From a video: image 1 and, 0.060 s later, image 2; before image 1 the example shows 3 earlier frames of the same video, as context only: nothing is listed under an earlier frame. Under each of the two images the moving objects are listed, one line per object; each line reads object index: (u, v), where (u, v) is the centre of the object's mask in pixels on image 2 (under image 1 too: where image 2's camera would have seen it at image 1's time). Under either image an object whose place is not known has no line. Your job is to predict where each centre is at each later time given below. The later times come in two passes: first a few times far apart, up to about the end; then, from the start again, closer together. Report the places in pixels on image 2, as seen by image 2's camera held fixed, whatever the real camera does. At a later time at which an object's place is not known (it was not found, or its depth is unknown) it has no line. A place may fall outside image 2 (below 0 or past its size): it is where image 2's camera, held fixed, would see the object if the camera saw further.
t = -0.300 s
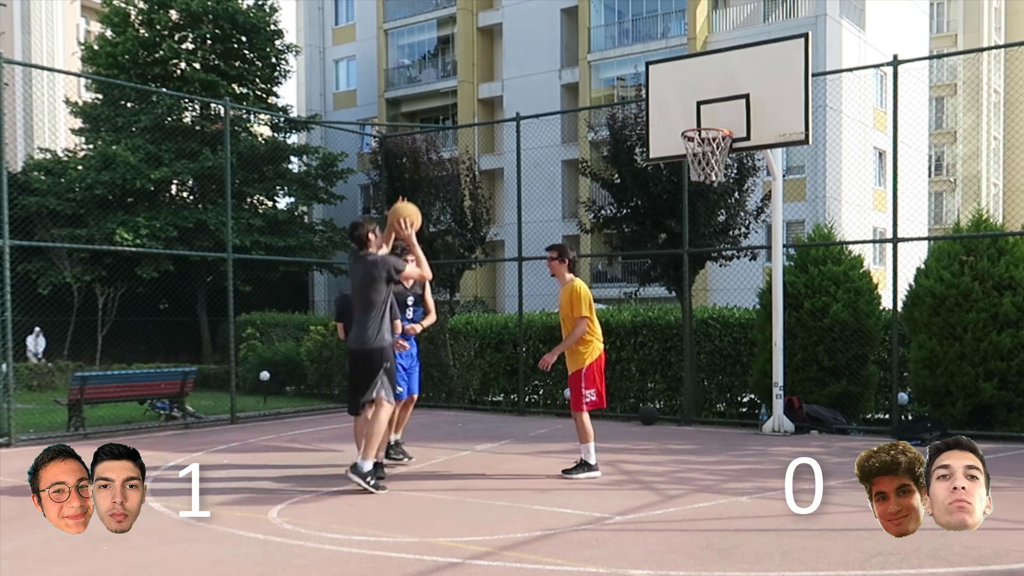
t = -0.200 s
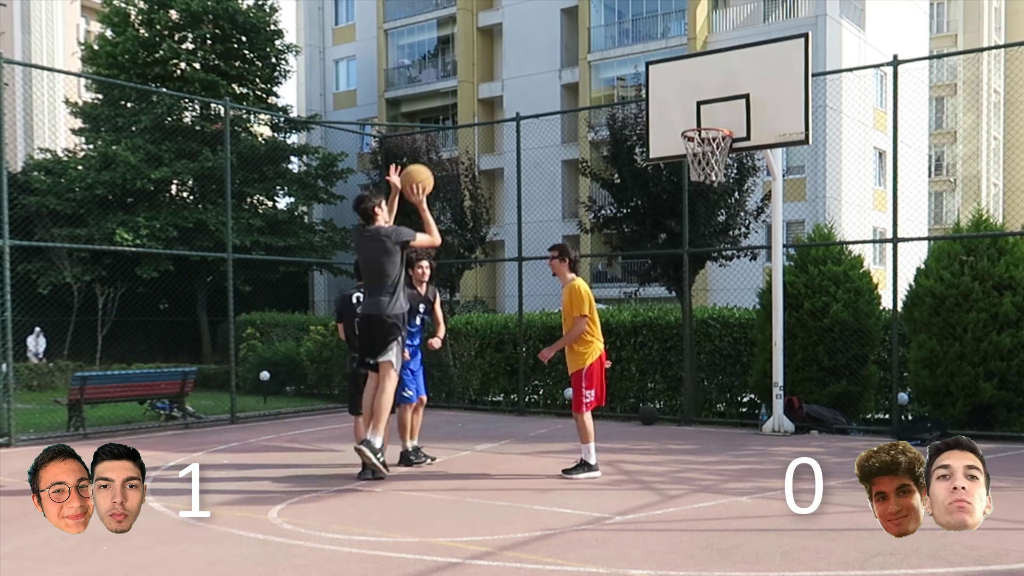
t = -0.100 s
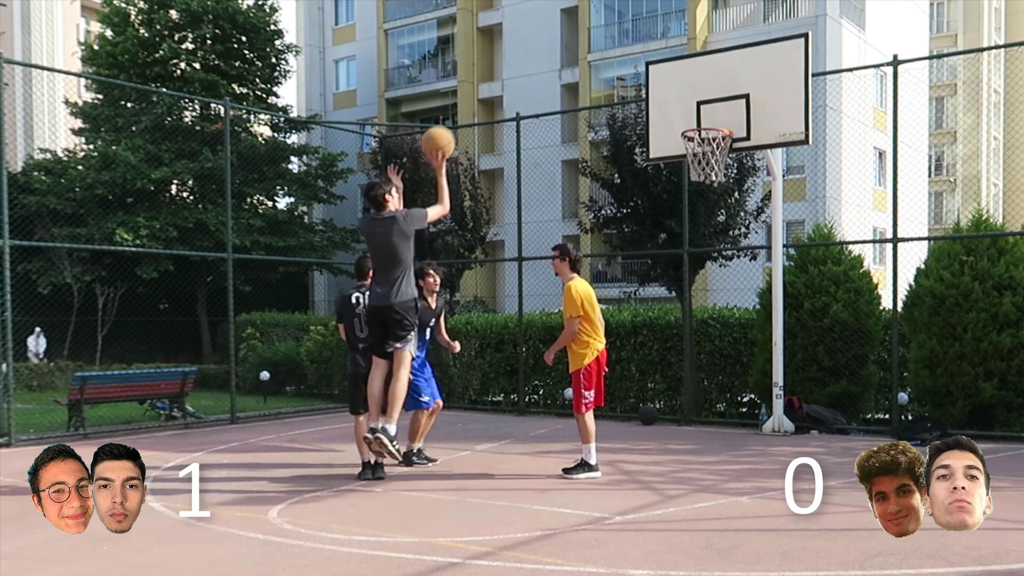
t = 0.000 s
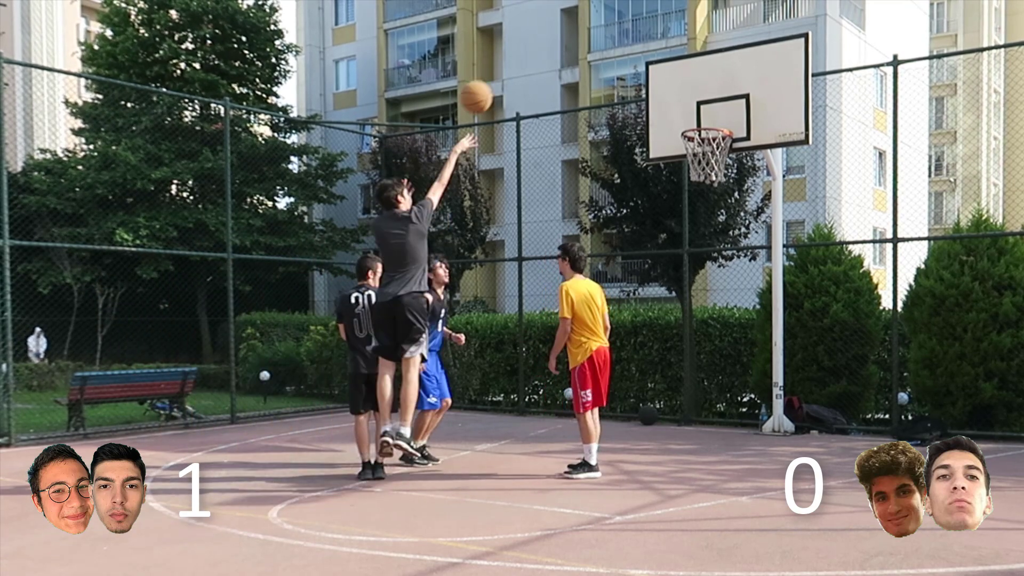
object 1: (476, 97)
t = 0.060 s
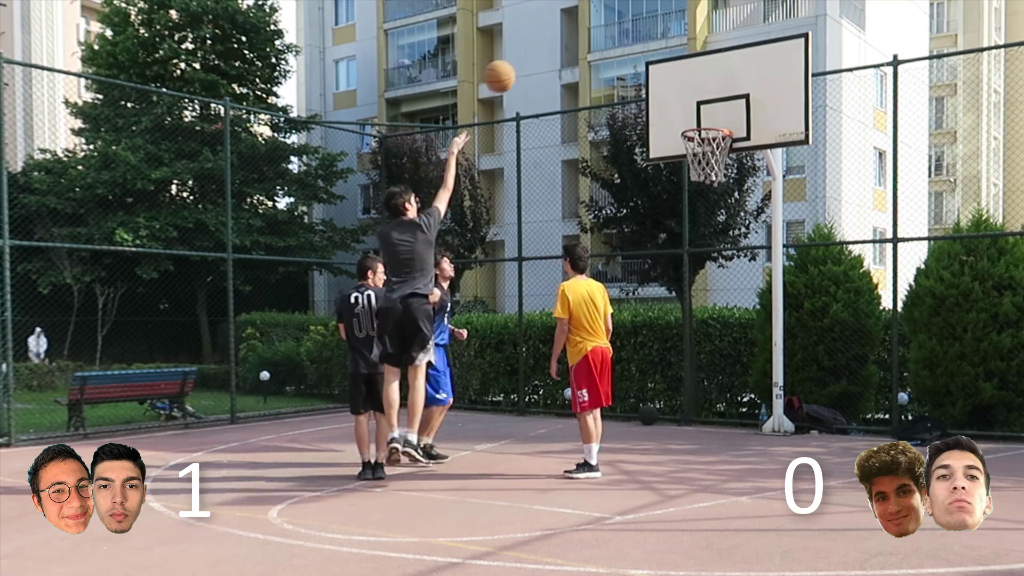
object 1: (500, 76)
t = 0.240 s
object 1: (565, 45)
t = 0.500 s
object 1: (645, 68)
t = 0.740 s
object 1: (709, 132)
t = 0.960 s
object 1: (701, 154)
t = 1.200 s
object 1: (696, 189)
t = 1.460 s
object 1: (690, 292)
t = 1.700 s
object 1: (686, 436)
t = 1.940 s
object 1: (685, 324)
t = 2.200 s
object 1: (684, 269)
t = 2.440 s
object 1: (684, 278)
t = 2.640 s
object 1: (683, 328)
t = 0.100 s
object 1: (515, 65)
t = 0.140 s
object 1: (529, 57)
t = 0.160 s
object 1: (537, 53)
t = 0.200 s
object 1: (551, 48)
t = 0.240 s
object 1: (565, 45)
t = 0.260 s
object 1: (571, 44)
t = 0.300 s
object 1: (584, 44)
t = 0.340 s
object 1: (597, 45)
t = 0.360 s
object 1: (604, 46)
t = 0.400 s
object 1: (616, 51)
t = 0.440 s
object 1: (628, 56)
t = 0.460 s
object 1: (634, 60)
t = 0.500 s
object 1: (645, 68)
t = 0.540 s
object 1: (656, 78)
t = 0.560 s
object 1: (662, 83)
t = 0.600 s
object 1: (673, 95)
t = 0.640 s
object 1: (683, 108)
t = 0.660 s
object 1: (688, 115)
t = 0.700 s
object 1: (698, 122)
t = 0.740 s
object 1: (709, 132)
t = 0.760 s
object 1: (711, 136)
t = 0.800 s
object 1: (709, 139)
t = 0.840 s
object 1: (706, 146)
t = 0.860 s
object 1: (704, 152)
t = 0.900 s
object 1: (705, 153)
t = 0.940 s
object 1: (702, 155)
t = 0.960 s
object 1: (701, 154)
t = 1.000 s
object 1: (701, 157)
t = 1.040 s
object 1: (700, 160)
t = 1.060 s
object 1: (699, 163)
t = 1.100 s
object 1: (698, 168)
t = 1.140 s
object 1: (698, 175)
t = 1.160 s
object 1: (697, 179)
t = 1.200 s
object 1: (696, 189)
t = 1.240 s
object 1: (695, 200)
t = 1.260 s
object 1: (695, 206)
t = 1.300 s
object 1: (694, 220)
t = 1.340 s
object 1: (693, 236)
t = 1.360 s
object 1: (693, 244)
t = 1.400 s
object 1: (692, 262)
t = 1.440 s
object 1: (691, 281)
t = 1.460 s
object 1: (690, 292)
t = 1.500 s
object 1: (689, 314)
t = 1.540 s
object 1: (688, 337)
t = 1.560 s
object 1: (688, 350)
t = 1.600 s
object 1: (687, 376)
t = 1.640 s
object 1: (686, 404)
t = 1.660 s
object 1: (686, 417)
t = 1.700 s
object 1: (686, 436)
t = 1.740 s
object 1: (685, 413)
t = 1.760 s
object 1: (685, 403)
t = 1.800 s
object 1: (685, 382)
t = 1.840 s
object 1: (685, 364)
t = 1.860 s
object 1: (685, 355)
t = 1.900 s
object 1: (685, 338)
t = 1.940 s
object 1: (685, 324)
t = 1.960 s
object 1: (685, 317)
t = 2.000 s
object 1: (685, 305)
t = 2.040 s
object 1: (685, 294)
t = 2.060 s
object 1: (685, 290)
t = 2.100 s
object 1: (684, 282)
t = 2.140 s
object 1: (684, 276)
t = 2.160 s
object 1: (684, 273)
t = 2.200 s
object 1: (684, 269)
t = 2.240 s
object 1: (684, 267)
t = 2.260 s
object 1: (684, 266)
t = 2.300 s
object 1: (684, 266)
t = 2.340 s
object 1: (684, 267)
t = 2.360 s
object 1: (684, 269)
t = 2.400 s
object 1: (684, 273)
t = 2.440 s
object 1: (684, 278)
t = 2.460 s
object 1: (684, 282)
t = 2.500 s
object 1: (684, 289)
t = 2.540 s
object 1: (684, 298)
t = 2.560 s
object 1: (684, 304)
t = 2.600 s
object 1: (684, 315)
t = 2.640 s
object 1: (683, 328)
